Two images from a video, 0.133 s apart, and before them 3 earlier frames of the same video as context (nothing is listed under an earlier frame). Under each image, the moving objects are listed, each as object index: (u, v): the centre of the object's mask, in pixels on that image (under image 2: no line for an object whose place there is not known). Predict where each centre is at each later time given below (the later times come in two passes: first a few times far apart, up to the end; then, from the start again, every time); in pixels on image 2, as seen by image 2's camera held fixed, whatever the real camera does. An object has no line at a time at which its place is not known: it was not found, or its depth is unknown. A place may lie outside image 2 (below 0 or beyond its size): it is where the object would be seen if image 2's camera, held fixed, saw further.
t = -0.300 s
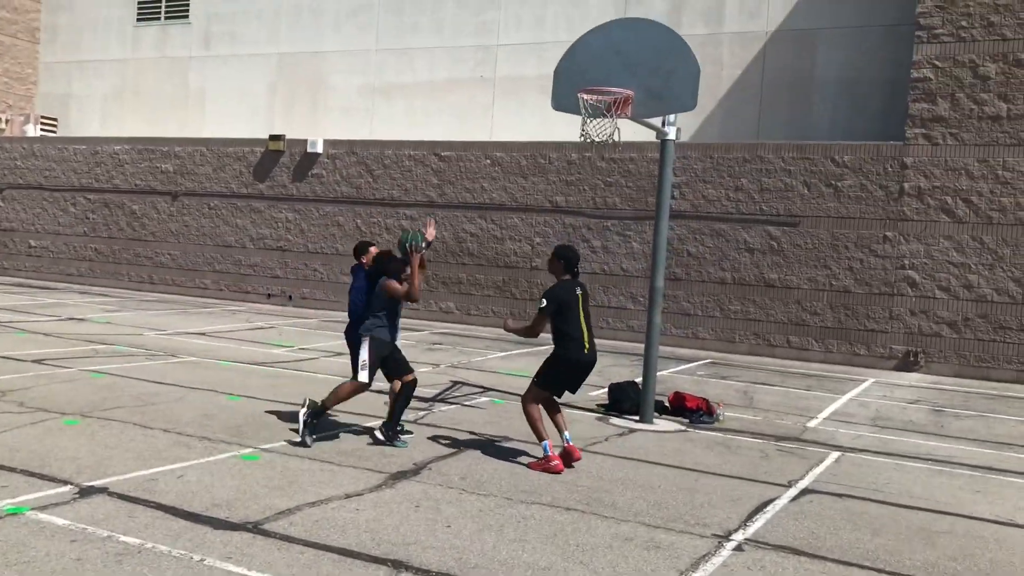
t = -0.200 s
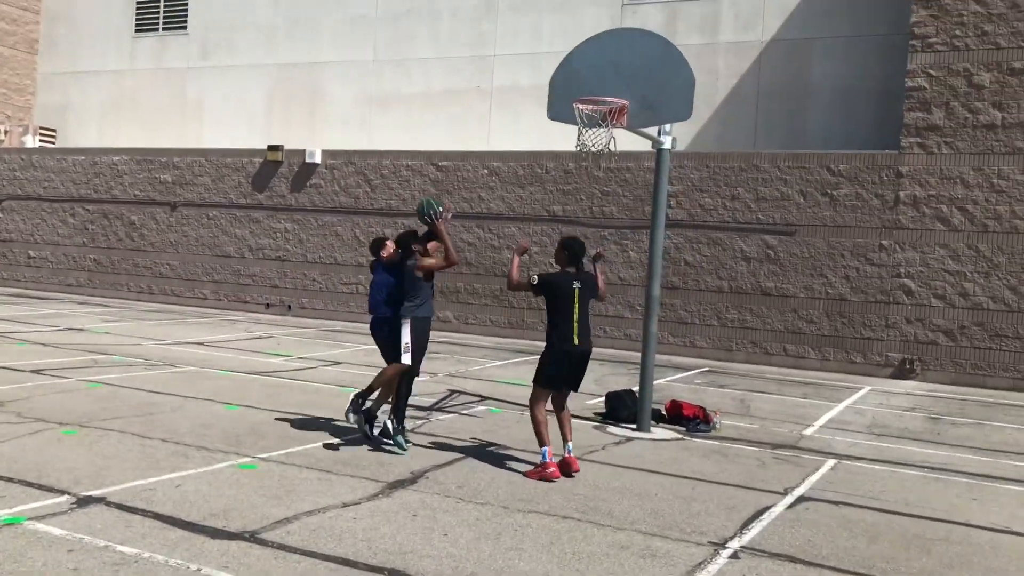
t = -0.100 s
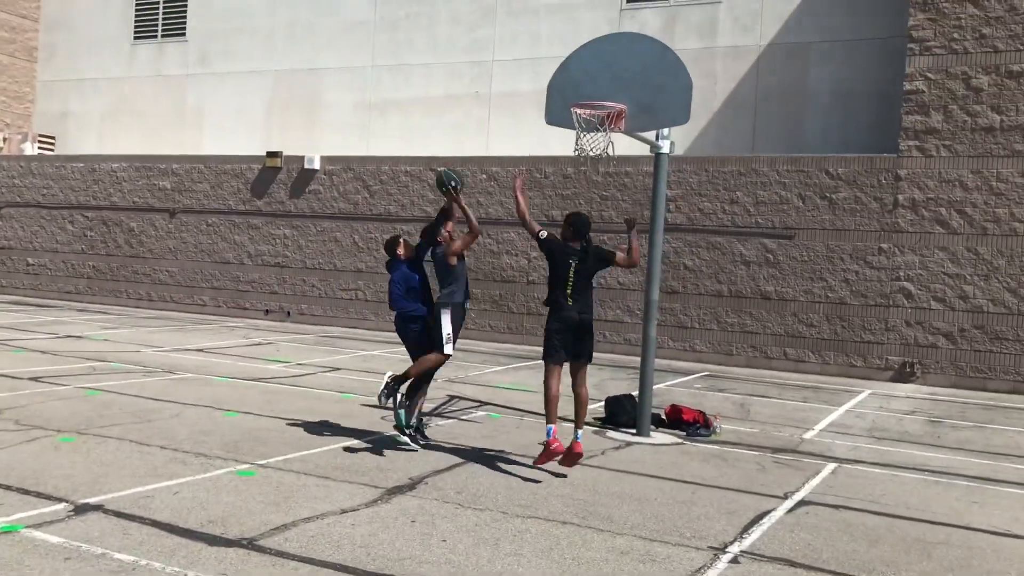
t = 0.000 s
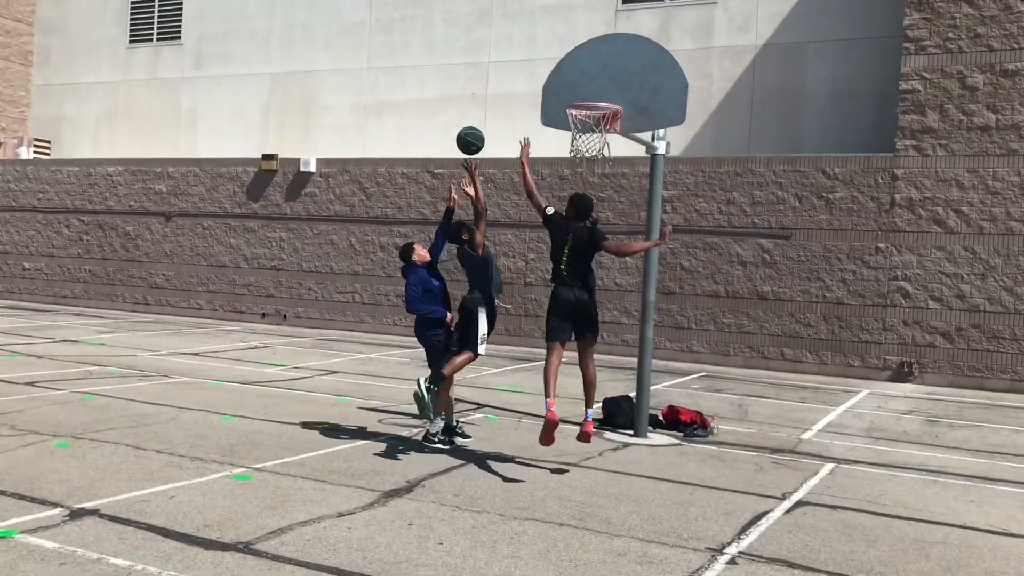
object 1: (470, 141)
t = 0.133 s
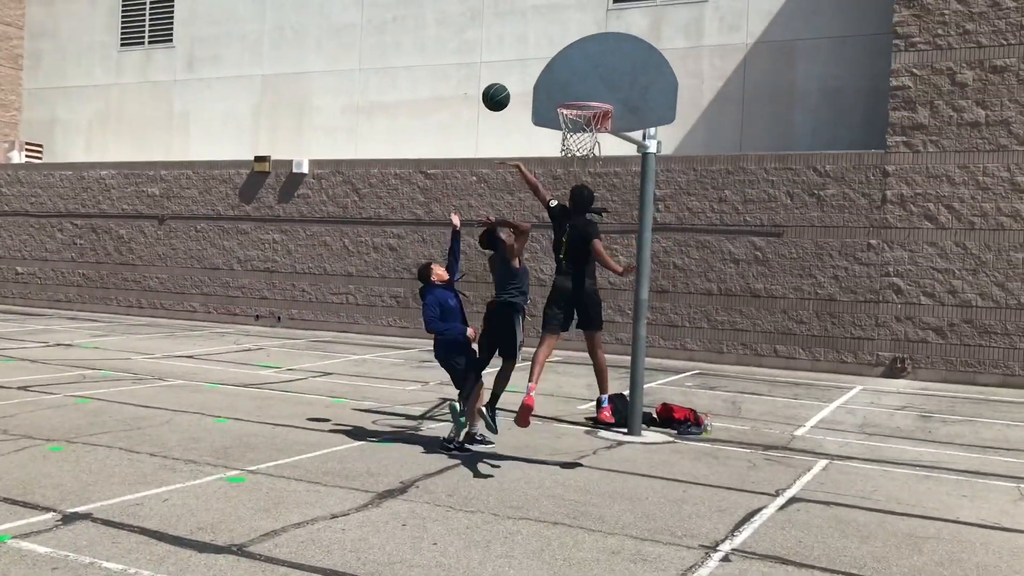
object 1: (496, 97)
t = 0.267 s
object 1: (528, 75)
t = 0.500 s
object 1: (569, 82)
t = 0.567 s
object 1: (566, 88)
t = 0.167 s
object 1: (504, 90)
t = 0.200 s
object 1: (512, 83)
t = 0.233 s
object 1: (520, 78)
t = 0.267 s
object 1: (528, 75)
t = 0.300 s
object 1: (535, 73)
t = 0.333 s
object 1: (543, 72)
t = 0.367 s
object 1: (550, 72)
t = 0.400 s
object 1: (557, 74)
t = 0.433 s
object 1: (564, 76)
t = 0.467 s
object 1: (570, 80)
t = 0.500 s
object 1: (569, 82)
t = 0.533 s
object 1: (568, 85)
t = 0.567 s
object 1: (566, 88)
